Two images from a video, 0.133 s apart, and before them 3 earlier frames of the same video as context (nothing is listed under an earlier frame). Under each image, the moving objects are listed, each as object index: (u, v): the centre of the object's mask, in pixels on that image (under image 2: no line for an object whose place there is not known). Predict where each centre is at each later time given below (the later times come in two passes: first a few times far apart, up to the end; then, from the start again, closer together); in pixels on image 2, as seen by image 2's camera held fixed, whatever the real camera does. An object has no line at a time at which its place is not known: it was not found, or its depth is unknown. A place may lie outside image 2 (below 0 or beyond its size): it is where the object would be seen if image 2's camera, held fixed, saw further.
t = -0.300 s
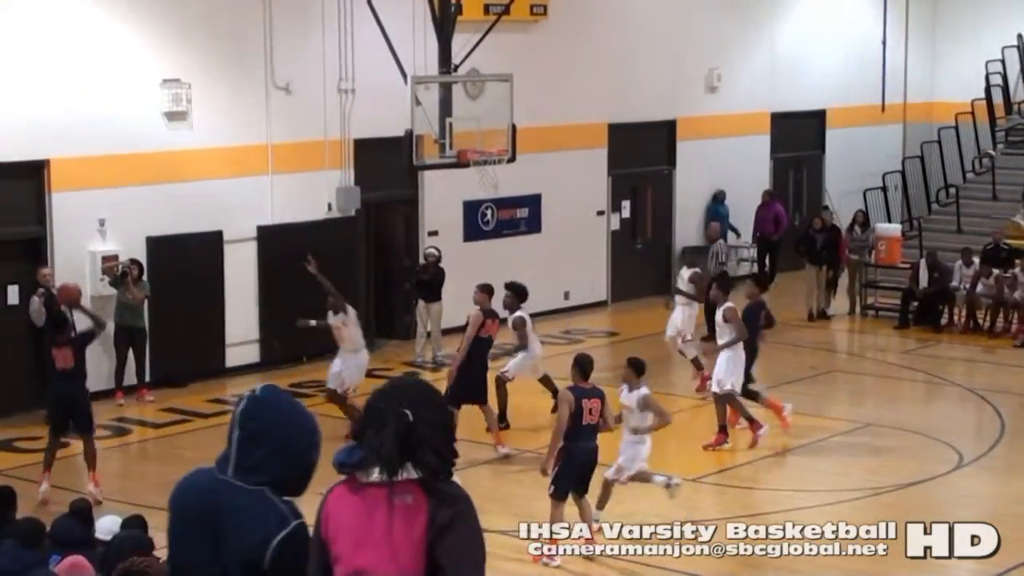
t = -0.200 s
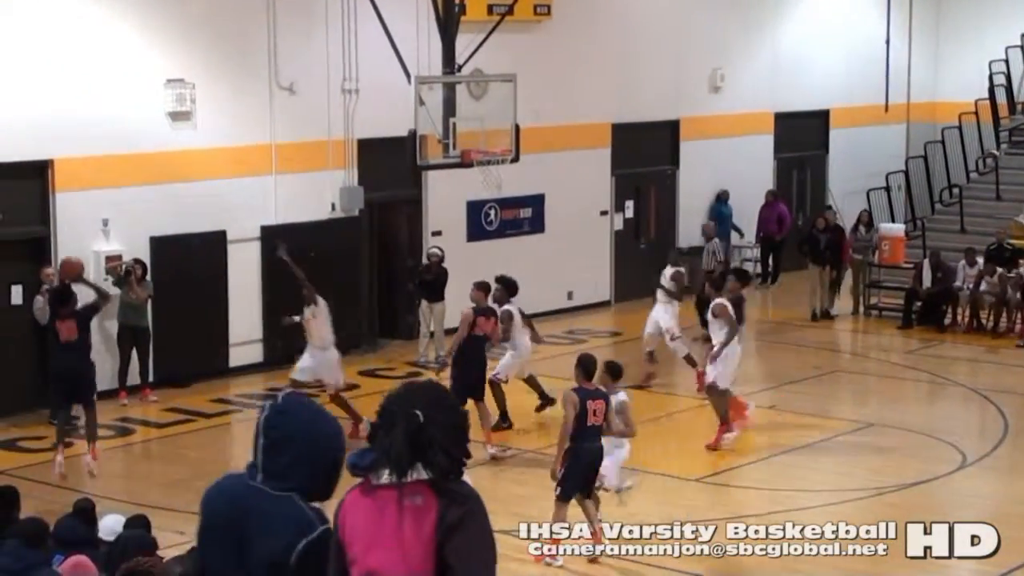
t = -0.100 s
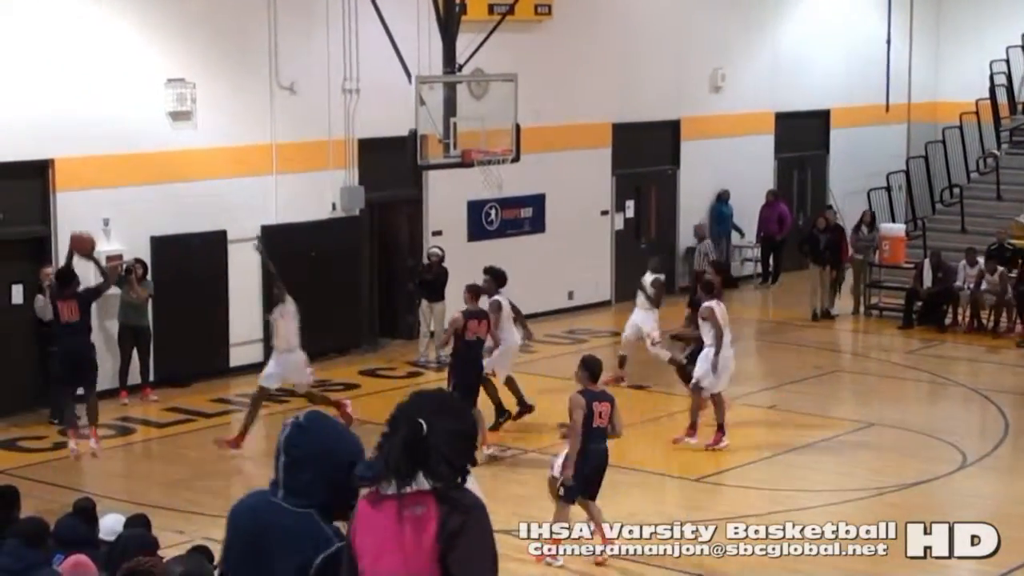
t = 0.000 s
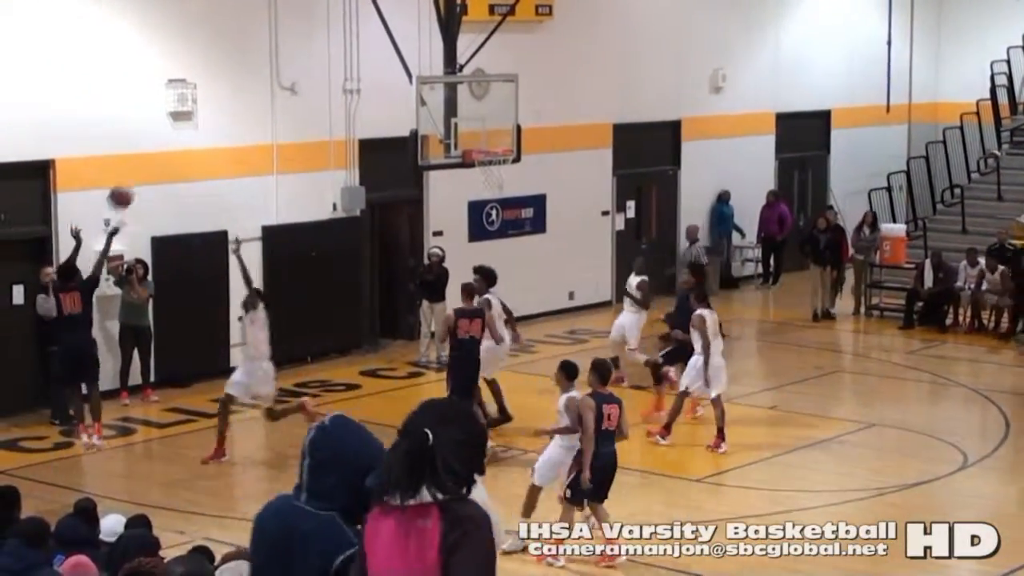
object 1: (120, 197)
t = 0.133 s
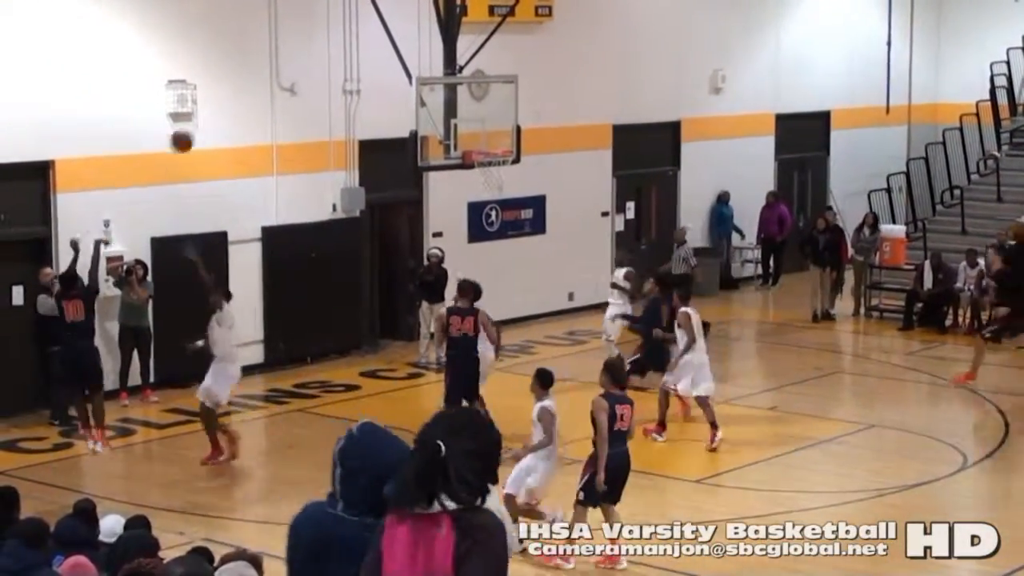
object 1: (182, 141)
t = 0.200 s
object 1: (212, 120)
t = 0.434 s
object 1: (309, 82)
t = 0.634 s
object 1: (386, 88)
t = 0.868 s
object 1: (469, 137)
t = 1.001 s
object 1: (487, 124)
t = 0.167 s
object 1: (197, 130)
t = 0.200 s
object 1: (212, 120)
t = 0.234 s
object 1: (226, 111)
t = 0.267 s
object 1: (240, 103)
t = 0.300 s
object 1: (255, 97)
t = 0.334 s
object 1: (269, 91)
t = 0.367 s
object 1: (283, 87)
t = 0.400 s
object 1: (296, 84)
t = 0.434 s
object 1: (309, 82)
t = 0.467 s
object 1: (323, 81)
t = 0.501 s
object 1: (336, 80)
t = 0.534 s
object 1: (349, 82)
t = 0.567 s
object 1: (362, 83)
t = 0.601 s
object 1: (374, 85)
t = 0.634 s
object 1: (386, 88)
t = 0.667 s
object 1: (398, 93)
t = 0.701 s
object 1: (410, 98)
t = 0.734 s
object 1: (422, 104)
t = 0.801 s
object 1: (444, 118)
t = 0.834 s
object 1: (455, 126)
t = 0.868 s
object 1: (469, 137)
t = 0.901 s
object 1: (479, 148)
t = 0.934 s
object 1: (483, 142)
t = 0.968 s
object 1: (485, 132)
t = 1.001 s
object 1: (487, 124)
